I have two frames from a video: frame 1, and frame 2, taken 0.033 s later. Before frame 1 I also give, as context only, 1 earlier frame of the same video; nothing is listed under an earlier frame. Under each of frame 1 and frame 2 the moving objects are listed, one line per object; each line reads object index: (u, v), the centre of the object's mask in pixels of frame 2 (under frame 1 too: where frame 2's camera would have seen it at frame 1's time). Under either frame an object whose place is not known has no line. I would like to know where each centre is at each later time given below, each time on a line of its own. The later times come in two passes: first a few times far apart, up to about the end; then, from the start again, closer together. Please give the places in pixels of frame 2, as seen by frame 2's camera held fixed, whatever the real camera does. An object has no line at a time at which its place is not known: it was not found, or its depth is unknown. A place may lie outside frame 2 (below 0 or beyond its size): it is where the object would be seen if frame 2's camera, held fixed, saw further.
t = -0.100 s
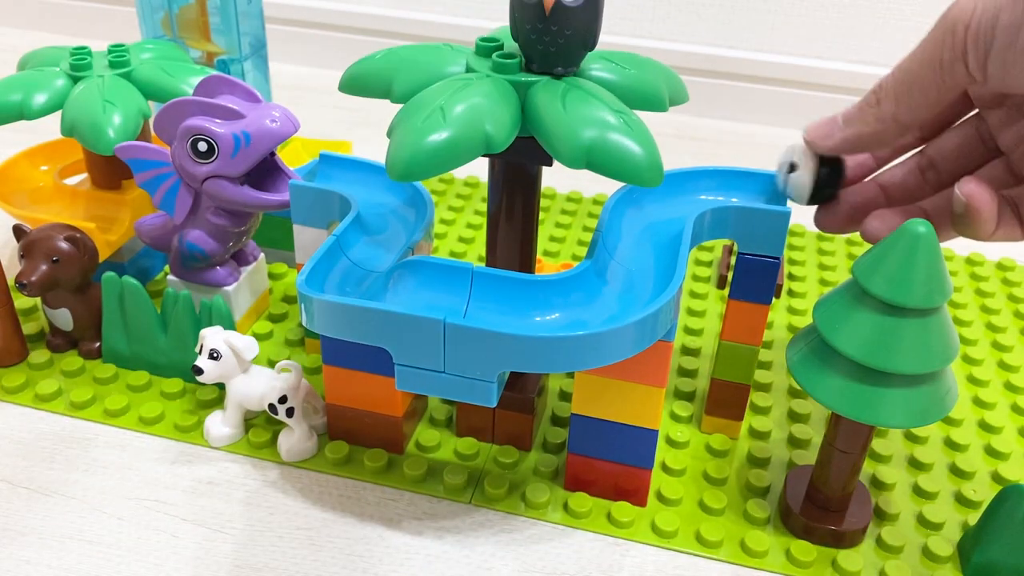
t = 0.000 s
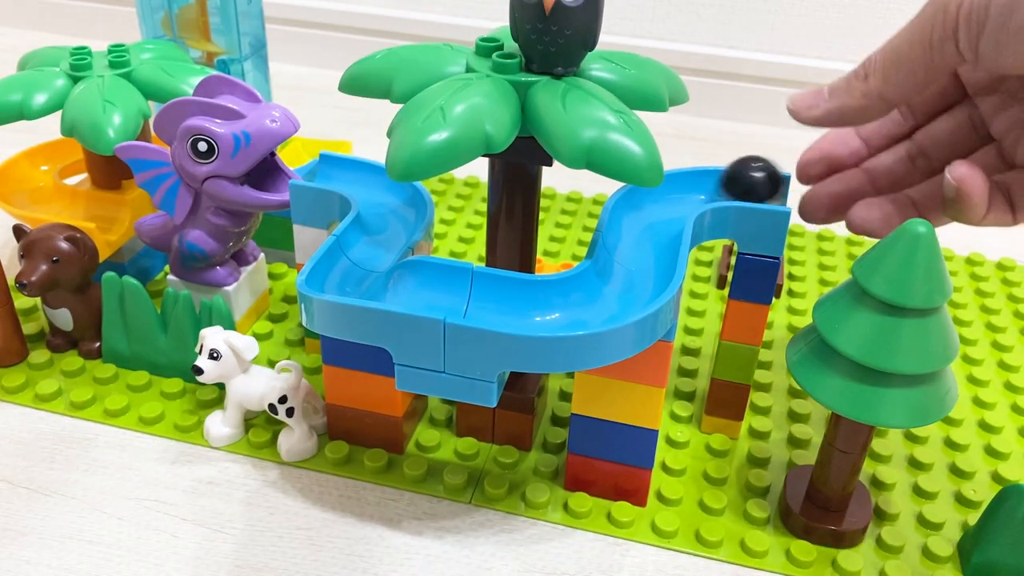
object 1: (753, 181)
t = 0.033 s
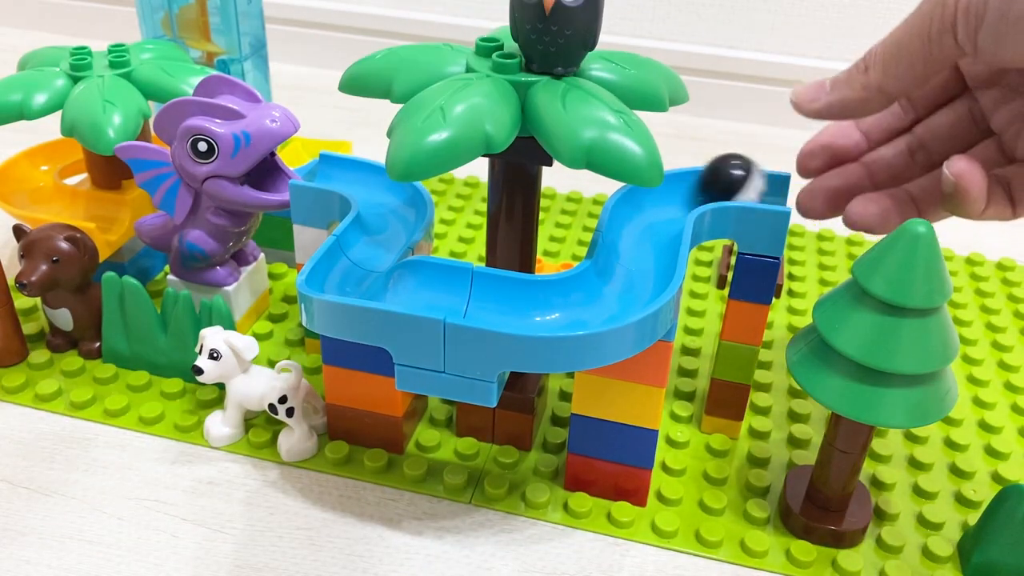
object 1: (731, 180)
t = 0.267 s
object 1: (644, 232)
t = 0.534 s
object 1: (560, 298)
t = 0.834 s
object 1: (359, 269)
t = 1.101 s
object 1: (367, 182)
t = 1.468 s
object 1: (68, 198)
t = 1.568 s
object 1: (33, 165)
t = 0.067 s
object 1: (709, 183)
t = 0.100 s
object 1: (694, 181)
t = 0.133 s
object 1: (677, 192)
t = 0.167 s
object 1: (659, 205)
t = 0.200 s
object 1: (650, 212)
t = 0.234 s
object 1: (645, 222)
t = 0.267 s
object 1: (644, 232)
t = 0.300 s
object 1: (639, 242)
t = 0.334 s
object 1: (636, 252)
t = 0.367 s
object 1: (635, 265)
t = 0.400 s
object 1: (629, 274)
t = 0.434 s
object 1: (619, 282)
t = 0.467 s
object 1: (604, 290)
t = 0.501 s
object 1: (585, 295)
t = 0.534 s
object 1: (560, 298)
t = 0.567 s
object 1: (536, 299)
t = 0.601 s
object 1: (513, 298)
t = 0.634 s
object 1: (491, 294)
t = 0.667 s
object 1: (468, 288)
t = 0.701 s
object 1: (447, 284)
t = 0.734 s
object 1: (424, 279)
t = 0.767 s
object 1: (404, 277)
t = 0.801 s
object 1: (384, 274)
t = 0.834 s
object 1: (359, 269)
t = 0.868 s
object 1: (347, 270)
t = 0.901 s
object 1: (343, 270)
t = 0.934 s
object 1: (352, 263)
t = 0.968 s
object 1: (371, 241)
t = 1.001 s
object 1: (386, 224)
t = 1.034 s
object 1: (396, 209)
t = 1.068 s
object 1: (386, 197)
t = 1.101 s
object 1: (367, 182)
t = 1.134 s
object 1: (347, 169)
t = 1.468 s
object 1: (68, 198)
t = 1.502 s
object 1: (28, 187)
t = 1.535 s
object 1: (22, 179)
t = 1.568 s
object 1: (33, 165)
